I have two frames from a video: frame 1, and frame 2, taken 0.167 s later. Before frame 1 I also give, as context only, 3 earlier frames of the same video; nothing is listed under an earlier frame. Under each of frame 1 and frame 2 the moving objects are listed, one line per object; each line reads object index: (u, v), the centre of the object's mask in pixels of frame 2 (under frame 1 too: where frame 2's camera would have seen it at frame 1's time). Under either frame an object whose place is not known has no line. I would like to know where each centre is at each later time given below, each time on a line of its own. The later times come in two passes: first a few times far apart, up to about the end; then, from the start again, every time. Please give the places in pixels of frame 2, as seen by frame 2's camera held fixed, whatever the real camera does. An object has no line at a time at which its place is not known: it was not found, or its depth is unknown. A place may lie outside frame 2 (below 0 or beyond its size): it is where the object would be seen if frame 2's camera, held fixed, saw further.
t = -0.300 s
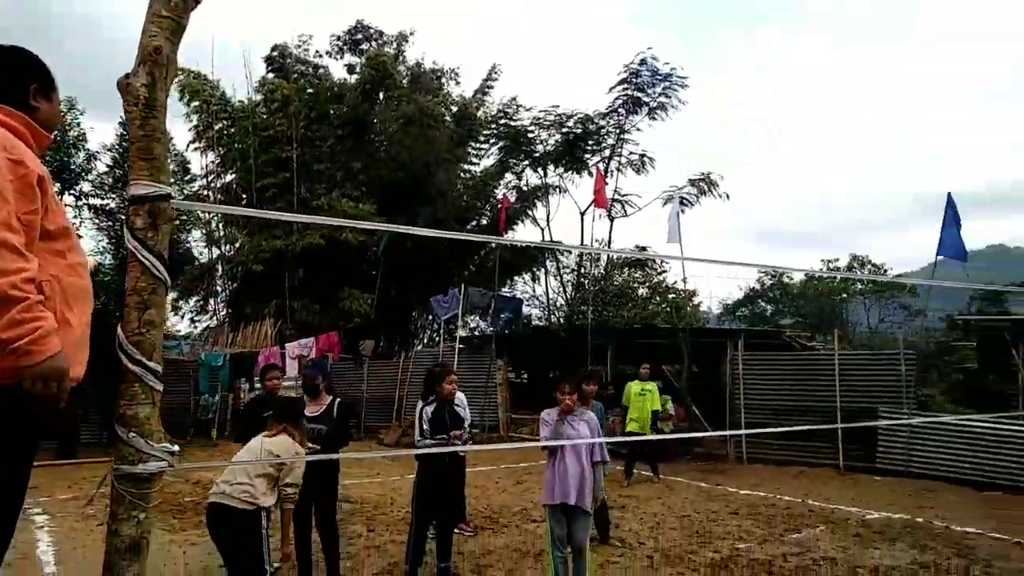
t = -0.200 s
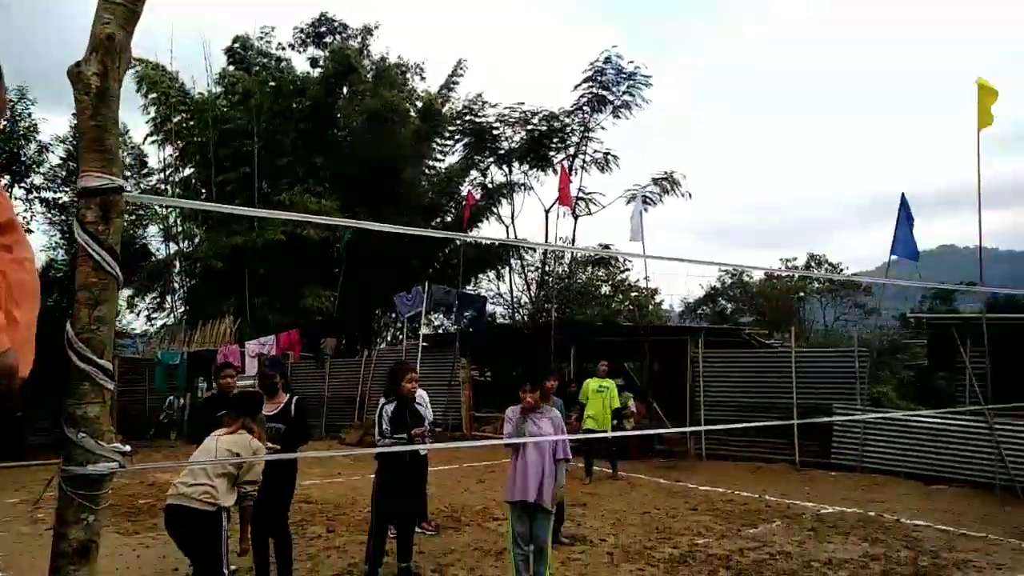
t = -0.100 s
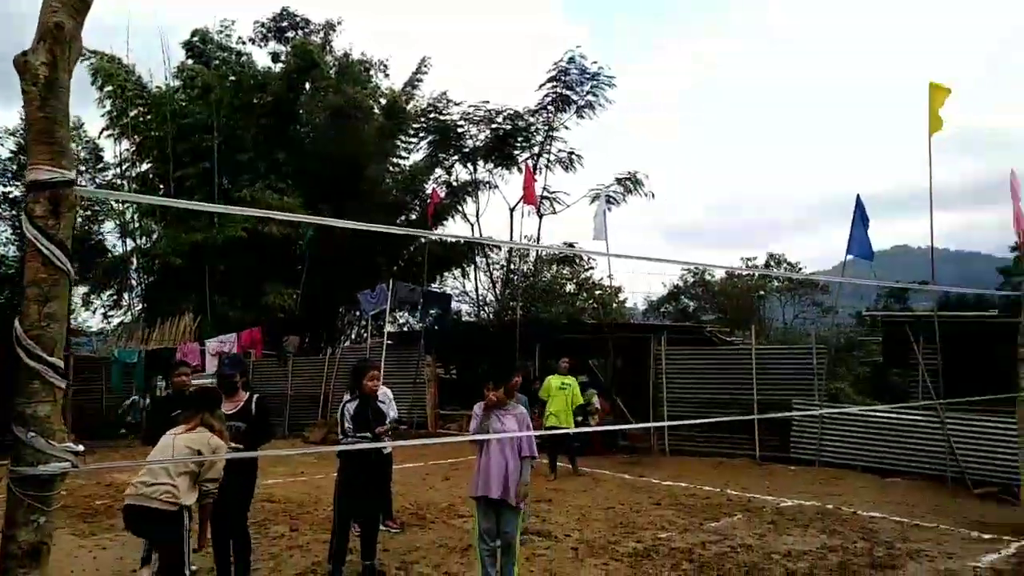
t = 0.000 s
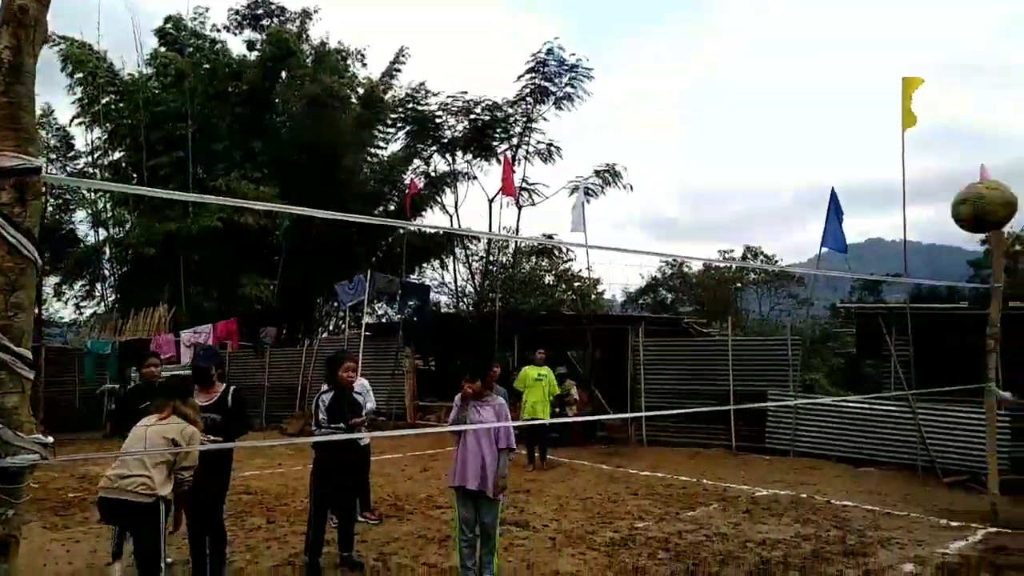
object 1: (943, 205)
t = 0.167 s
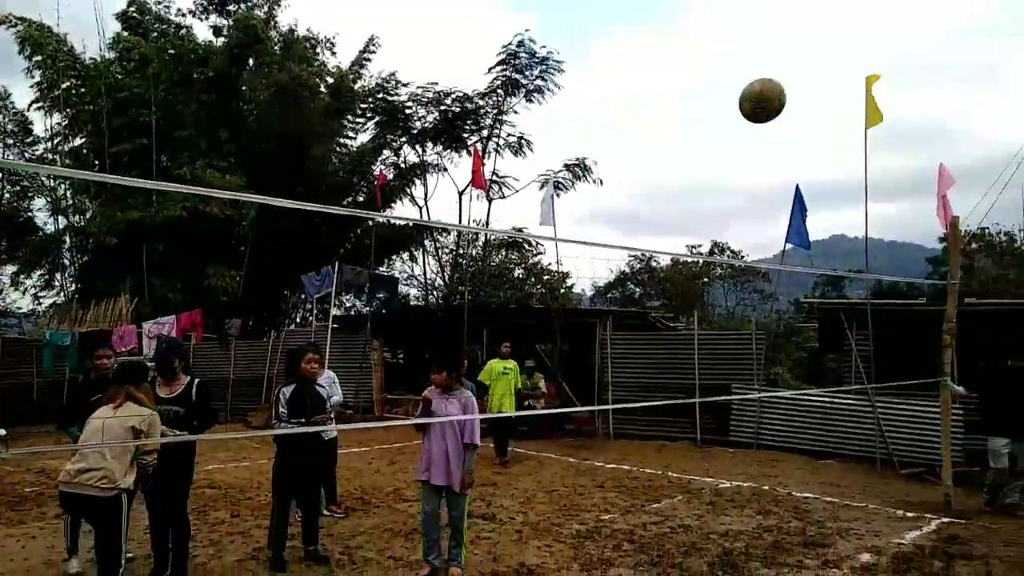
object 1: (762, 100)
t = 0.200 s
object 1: (733, 90)
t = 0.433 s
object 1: (577, 83)
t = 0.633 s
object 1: (485, 141)
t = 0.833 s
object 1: (414, 239)
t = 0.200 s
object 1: (733, 90)
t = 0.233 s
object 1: (706, 82)
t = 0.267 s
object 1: (681, 77)
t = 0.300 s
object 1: (657, 75)
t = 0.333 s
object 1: (635, 74)
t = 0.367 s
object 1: (614, 75)
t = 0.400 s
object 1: (595, 79)
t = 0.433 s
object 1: (577, 83)
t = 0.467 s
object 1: (560, 90)
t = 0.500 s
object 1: (543, 97)
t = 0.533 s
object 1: (527, 107)
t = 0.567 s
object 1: (513, 118)
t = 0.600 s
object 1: (499, 129)
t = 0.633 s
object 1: (485, 141)
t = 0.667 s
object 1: (473, 155)
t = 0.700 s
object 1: (459, 170)
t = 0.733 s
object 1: (447, 186)
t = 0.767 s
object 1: (434, 203)
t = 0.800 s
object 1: (424, 220)
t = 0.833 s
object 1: (414, 239)
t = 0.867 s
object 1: (405, 258)
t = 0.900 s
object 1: (394, 277)
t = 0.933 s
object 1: (386, 298)
